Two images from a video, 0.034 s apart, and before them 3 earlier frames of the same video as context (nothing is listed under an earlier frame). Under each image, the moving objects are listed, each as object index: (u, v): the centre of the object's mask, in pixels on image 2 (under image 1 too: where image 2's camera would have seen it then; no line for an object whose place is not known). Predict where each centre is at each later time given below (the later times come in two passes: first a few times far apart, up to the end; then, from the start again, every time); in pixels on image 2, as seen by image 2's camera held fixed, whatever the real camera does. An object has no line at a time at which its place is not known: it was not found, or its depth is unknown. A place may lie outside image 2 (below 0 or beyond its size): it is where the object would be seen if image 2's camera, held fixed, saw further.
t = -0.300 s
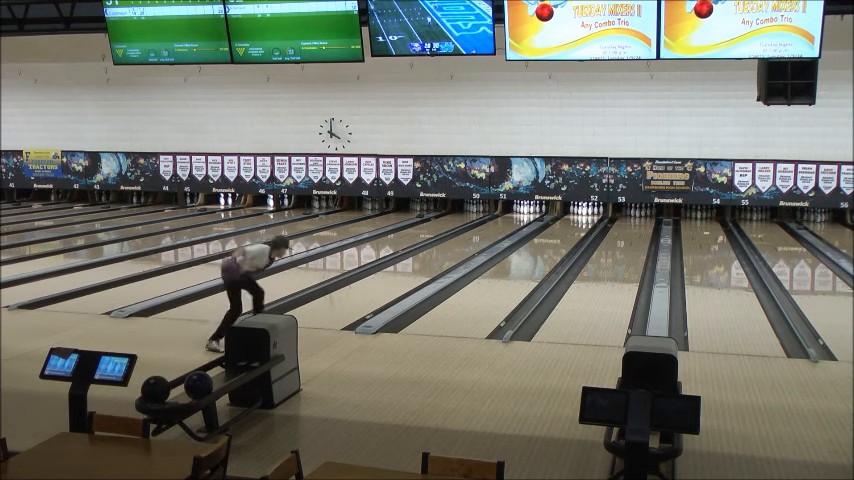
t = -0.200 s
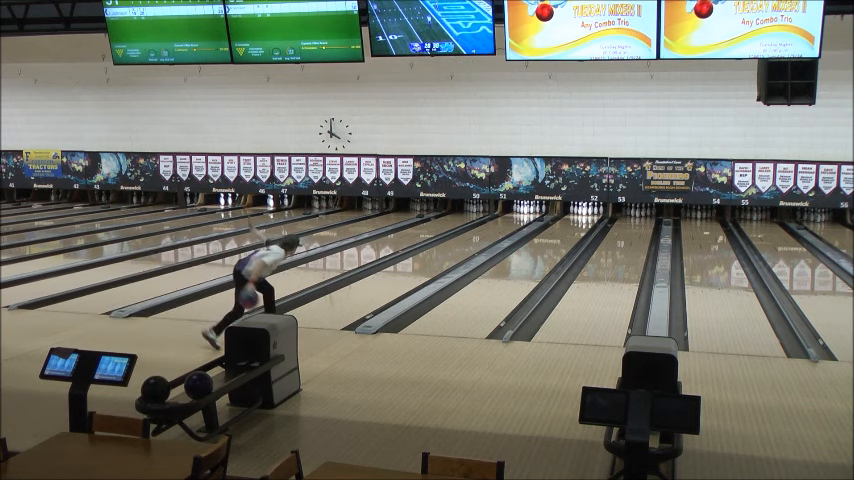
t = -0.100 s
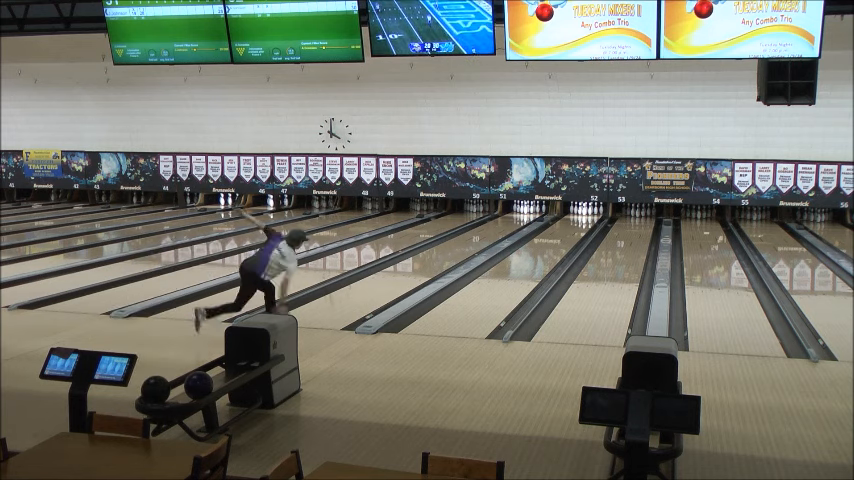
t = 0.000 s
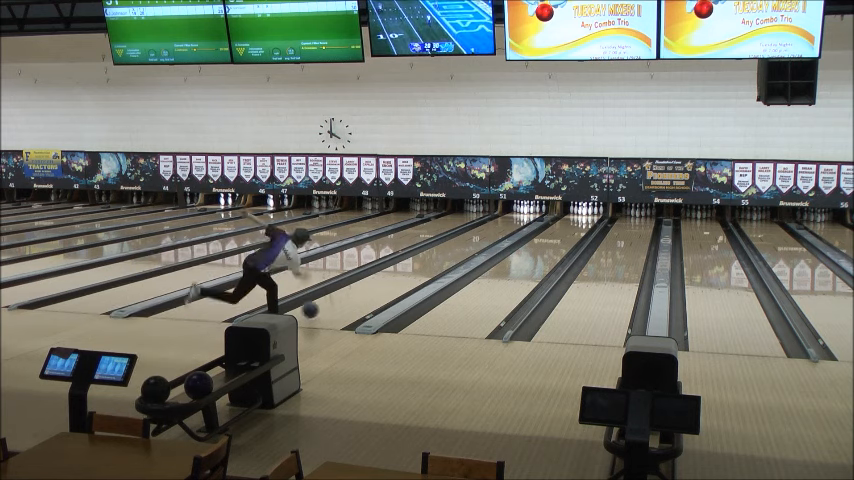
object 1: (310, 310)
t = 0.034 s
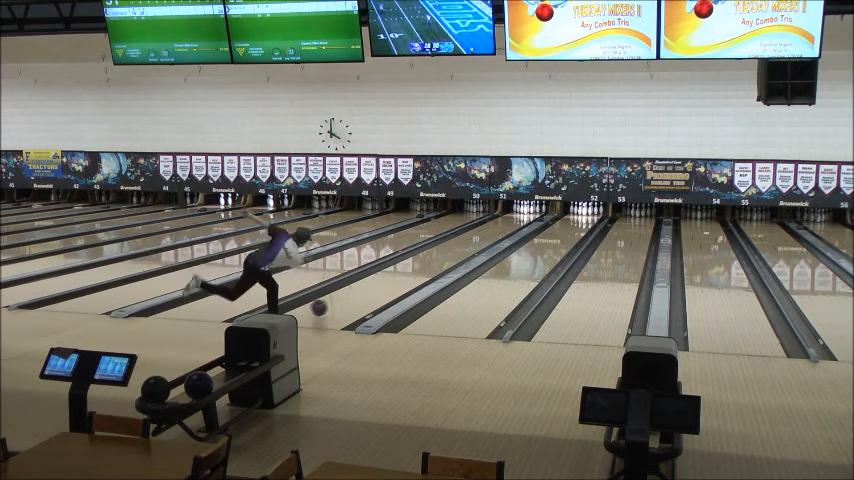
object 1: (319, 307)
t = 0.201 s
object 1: (357, 293)
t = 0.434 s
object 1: (401, 275)
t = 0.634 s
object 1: (429, 262)
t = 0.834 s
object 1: (453, 251)
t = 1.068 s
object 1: (475, 241)
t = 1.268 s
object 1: (491, 234)
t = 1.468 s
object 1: (503, 228)
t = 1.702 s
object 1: (514, 222)
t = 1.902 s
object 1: (519, 217)
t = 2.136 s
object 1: (523, 213)
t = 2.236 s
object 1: (524, 211)
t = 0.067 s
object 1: (327, 305)
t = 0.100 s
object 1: (335, 302)
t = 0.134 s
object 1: (343, 299)
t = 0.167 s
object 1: (350, 296)
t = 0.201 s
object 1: (357, 293)
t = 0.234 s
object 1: (365, 290)
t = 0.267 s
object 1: (371, 287)
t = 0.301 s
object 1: (377, 285)
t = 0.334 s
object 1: (383, 282)
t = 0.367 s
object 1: (389, 279)
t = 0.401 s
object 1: (395, 277)
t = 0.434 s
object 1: (401, 275)
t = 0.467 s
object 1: (406, 272)
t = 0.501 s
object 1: (411, 270)
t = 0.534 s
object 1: (416, 268)
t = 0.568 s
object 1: (420, 266)
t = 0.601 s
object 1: (425, 264)
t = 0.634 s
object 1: (429, 262)
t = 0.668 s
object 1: (434, 261)
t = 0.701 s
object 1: (438, 258)
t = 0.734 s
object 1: (442, 256)
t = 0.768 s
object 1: (446, 255)
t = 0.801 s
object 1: (450, 253)
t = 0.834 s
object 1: (453, 251)
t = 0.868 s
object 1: (457, 250)
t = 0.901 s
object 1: (460, 248)
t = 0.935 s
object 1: (464, 247)
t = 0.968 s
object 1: (467, 245)
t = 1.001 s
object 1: (470, 244)
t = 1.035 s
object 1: (473, 242)
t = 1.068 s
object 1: (475, 241)
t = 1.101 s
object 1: (478, 240)
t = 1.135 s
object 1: (481, 239)
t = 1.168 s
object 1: (484, 238)
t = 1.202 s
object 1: (486, 237)
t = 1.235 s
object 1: (489, 235)
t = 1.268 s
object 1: (491, 234)
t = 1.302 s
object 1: (493, 233)
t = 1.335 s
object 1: (496, 232)
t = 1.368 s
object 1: (498, 231)
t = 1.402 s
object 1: (500, 230)
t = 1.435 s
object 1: (502, 229)
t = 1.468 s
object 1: (503, 228)
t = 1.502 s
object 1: (505, 227)
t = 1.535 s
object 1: (507, 227)
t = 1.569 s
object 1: (508, 226)
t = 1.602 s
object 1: (511, 224)
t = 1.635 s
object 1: (512, 224)
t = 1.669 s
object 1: (514, 222)
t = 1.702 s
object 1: (514, 222)
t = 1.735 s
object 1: (514, 222)
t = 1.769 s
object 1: (515, 221)
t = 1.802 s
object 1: (517, 219)
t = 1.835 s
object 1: (518, 219)
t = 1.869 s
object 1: (519, 218)
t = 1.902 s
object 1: (519, 217)
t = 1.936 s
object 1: (520, 216)
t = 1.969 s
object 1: (522, 215)
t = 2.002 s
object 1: (522, 215)
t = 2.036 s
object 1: (522, 214)
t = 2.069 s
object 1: (522, 213)
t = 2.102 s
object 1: (523, 213)
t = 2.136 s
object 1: (523, 213)
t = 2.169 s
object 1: (523, 212)
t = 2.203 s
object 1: (524, 211)
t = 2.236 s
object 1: (524, 211)
